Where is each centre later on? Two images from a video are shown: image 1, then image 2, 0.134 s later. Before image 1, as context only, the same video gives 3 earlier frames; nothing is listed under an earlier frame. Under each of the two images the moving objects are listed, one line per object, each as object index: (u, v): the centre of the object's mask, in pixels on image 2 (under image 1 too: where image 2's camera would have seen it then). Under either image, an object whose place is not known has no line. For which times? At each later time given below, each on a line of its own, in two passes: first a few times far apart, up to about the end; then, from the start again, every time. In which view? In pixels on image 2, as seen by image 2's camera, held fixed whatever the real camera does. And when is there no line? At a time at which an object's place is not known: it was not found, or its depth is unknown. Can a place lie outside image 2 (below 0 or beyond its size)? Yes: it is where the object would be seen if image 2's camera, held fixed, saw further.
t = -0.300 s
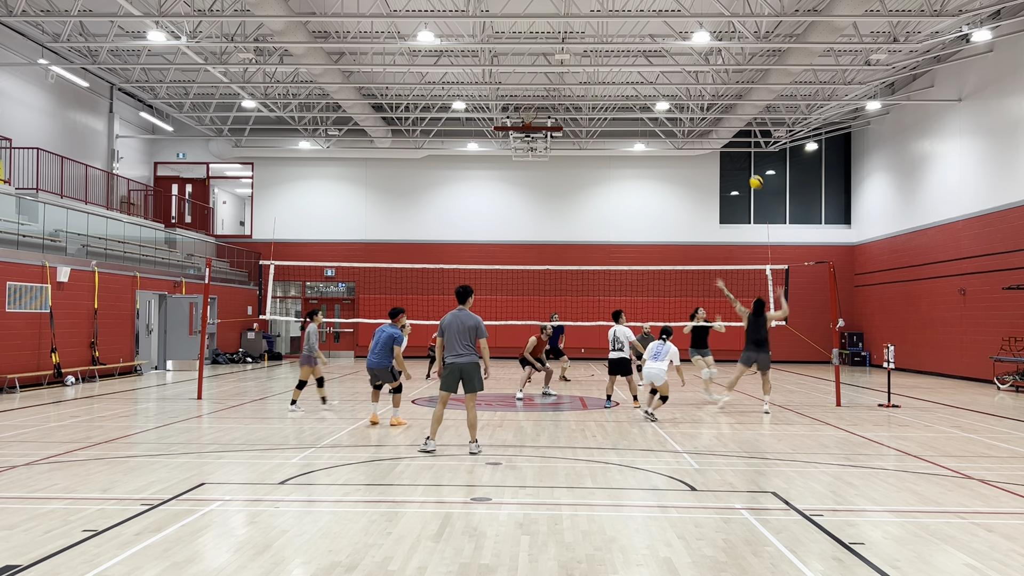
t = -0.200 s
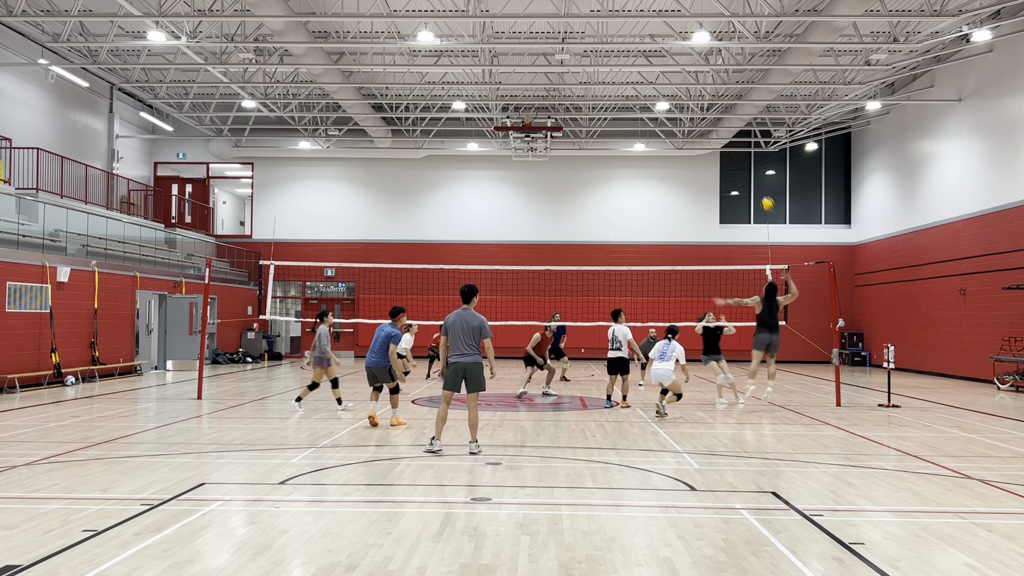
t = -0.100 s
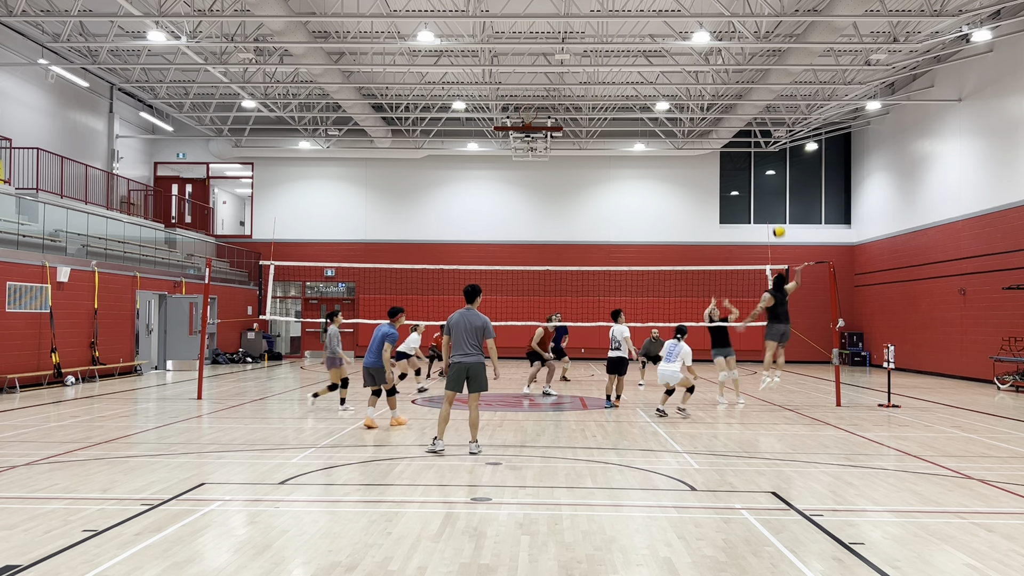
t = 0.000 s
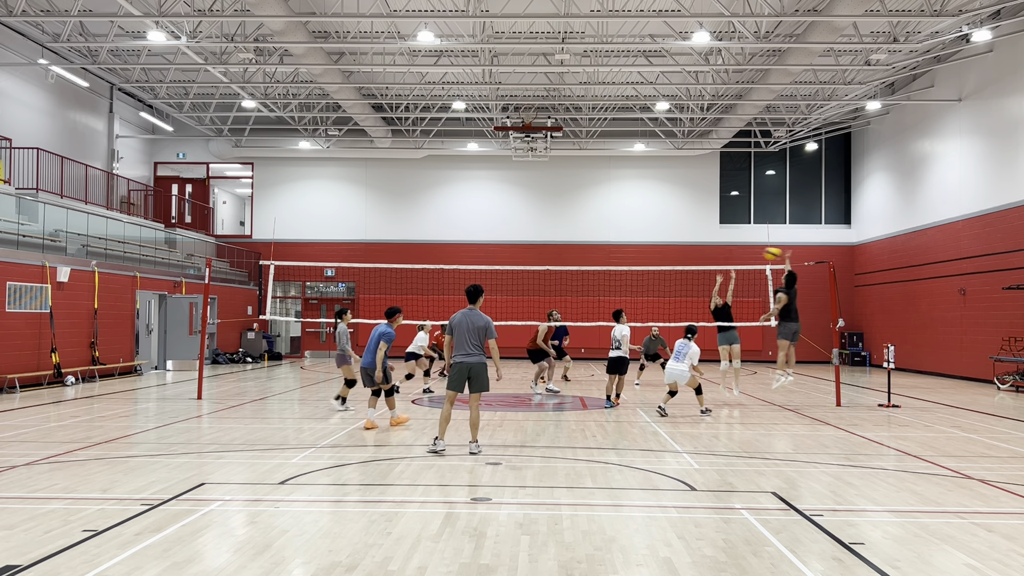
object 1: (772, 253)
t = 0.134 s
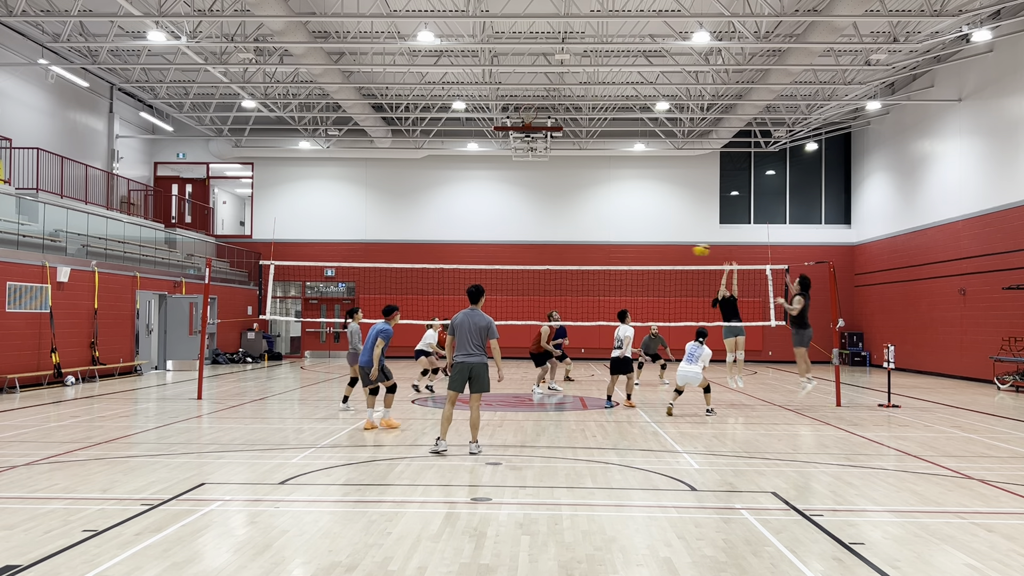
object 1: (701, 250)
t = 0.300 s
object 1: (624, 259)
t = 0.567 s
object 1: (525, 298)
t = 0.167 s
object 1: (685, 250)
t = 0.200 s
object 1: (669, 252)
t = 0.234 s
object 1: (653, 254)
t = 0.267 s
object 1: (639, 256)
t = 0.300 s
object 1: (624, 259)
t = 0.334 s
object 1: (611, 261)
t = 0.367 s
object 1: (598, 263)
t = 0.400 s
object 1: (584, 271)
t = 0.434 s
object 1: (571, 275)
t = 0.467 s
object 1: (560, 280)
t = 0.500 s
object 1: (548, 286)
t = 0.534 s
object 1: (536, 292)
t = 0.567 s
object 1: (525, 298)
